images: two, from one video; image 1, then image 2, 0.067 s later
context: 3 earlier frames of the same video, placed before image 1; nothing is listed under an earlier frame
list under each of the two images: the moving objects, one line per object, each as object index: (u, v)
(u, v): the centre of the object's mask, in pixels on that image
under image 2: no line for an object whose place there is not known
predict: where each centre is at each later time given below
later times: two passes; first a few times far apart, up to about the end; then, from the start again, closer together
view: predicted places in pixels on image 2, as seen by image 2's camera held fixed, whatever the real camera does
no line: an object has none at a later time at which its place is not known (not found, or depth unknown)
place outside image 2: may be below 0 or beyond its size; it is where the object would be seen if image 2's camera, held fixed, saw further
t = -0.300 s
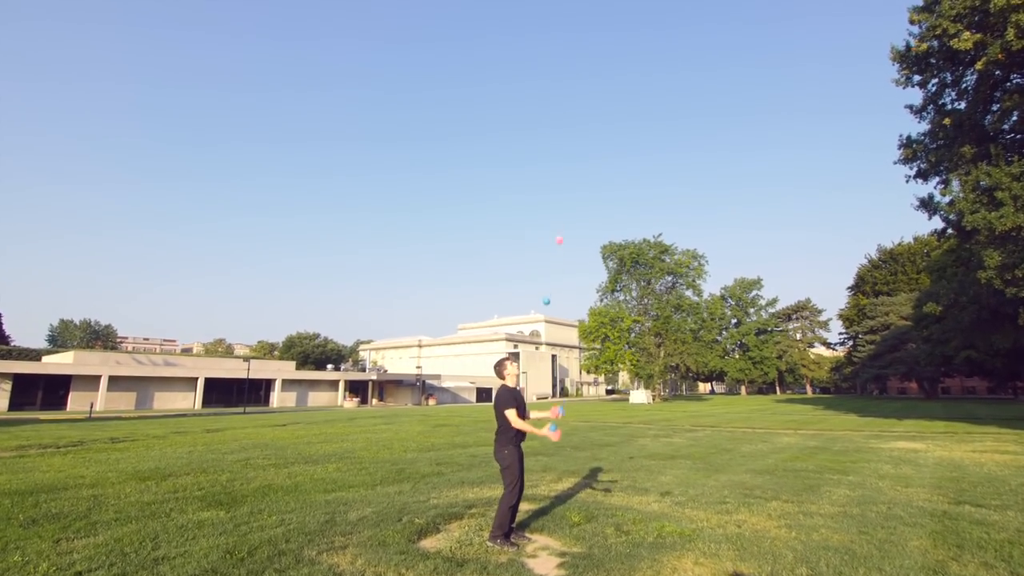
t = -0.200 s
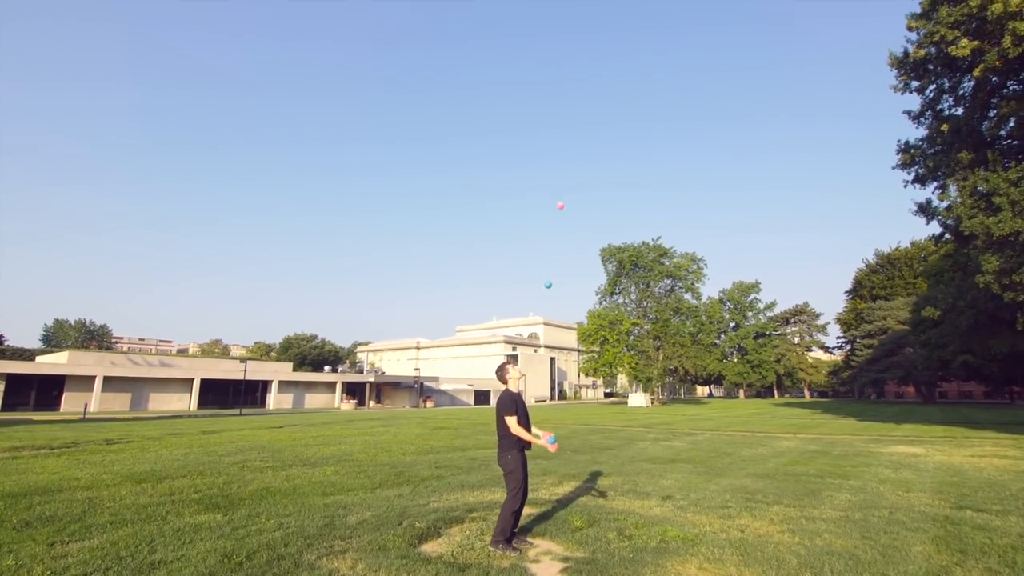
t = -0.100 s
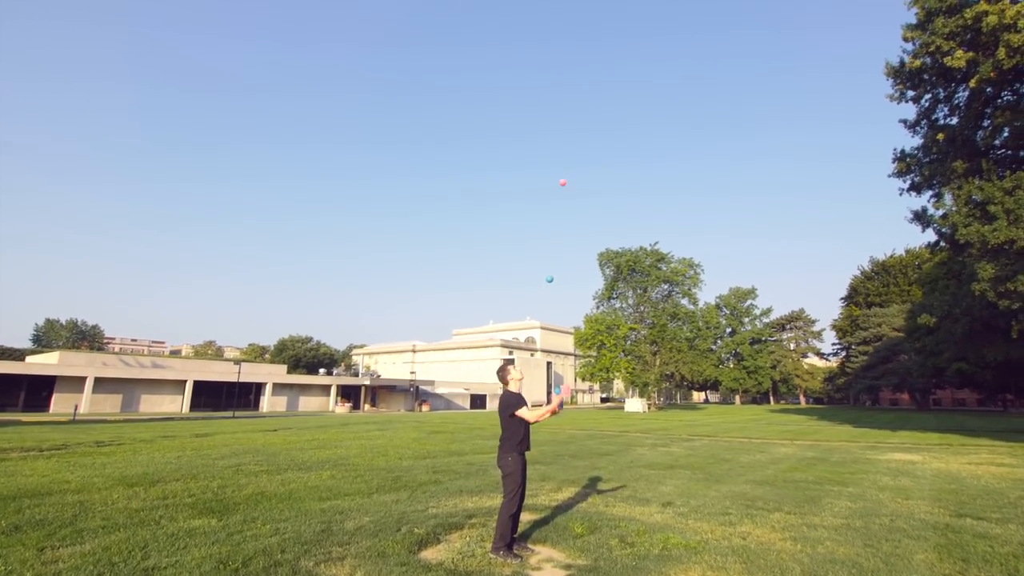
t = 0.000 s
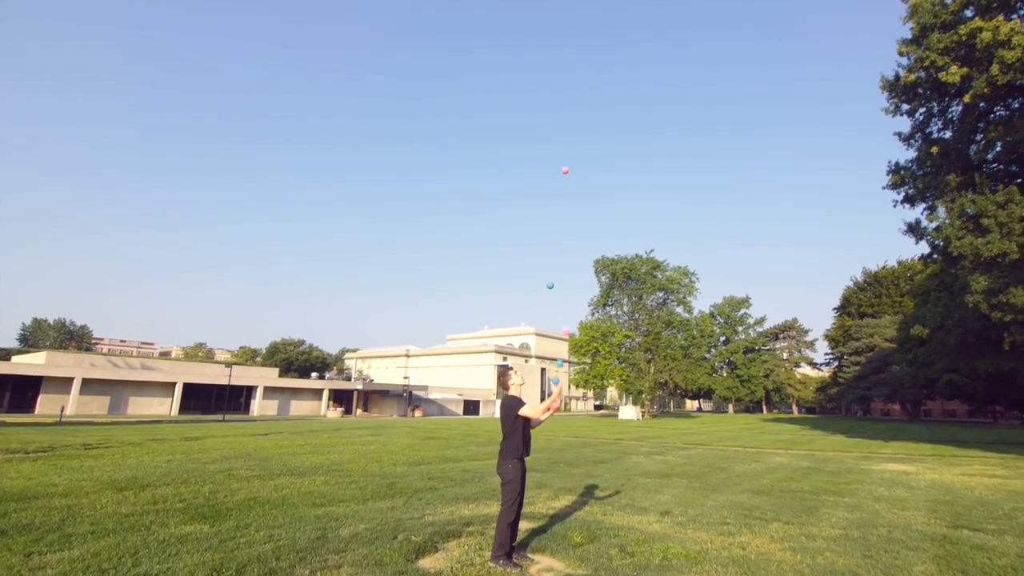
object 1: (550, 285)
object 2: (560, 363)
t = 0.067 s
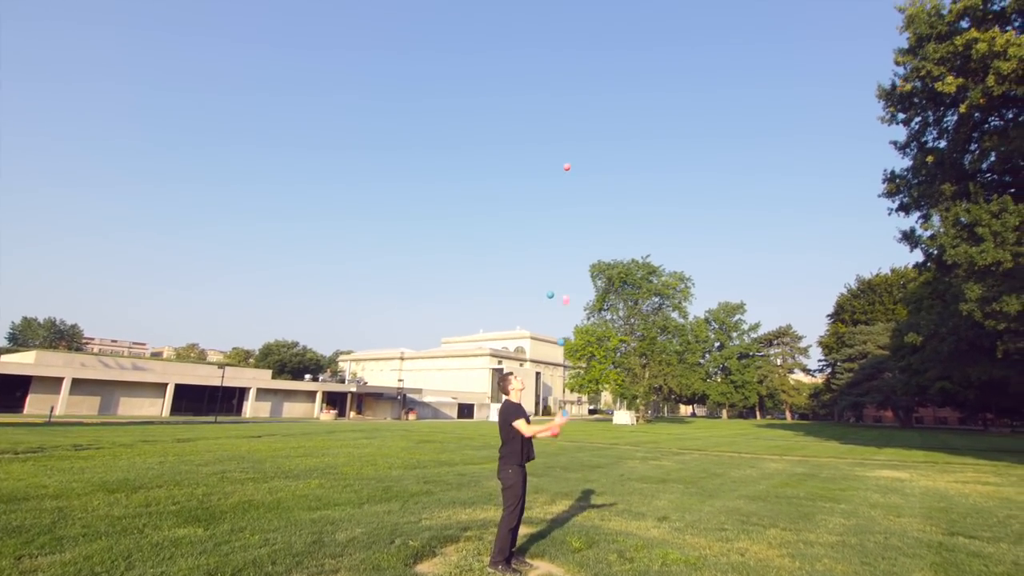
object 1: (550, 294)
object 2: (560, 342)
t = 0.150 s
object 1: (558, 308)
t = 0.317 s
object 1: (577, 354)
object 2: (589, 286)
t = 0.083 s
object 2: (562, 335)
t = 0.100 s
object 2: (564, 331)
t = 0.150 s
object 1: (558, 308)
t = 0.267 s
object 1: (571, 337)
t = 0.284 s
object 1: (573, 342)
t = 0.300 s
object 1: (574, 348)
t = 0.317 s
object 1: (577, 354)
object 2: (589, 286)
